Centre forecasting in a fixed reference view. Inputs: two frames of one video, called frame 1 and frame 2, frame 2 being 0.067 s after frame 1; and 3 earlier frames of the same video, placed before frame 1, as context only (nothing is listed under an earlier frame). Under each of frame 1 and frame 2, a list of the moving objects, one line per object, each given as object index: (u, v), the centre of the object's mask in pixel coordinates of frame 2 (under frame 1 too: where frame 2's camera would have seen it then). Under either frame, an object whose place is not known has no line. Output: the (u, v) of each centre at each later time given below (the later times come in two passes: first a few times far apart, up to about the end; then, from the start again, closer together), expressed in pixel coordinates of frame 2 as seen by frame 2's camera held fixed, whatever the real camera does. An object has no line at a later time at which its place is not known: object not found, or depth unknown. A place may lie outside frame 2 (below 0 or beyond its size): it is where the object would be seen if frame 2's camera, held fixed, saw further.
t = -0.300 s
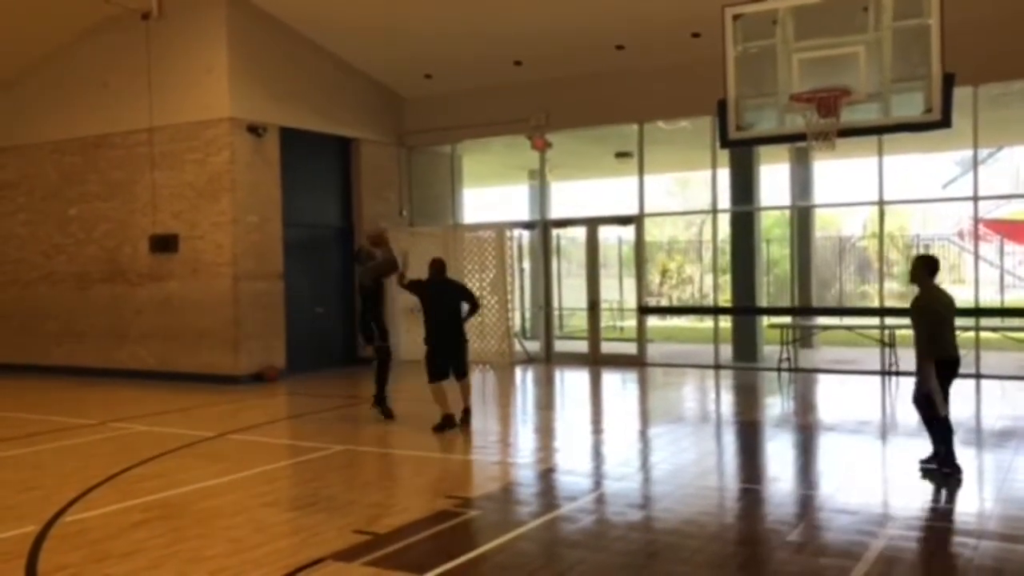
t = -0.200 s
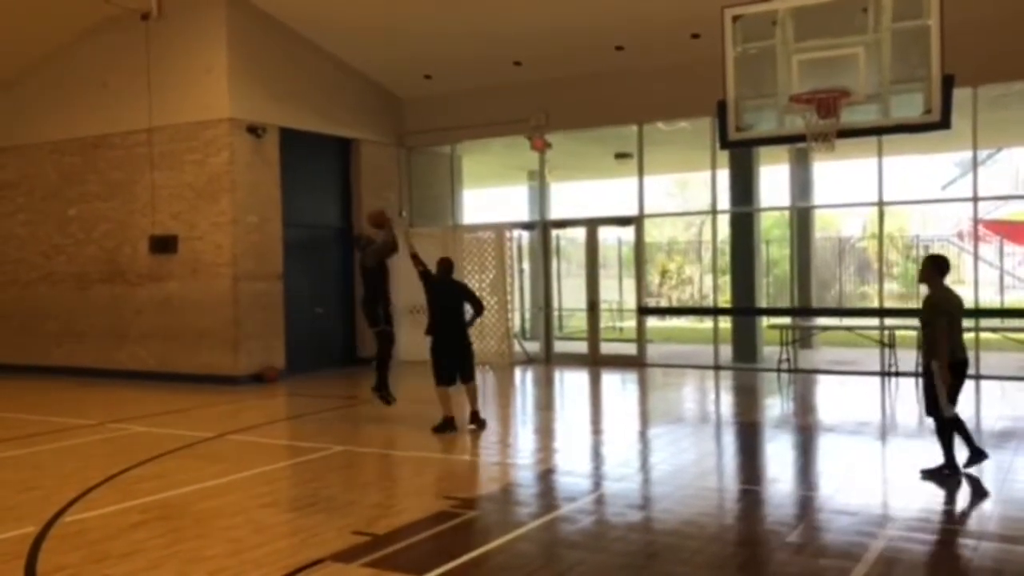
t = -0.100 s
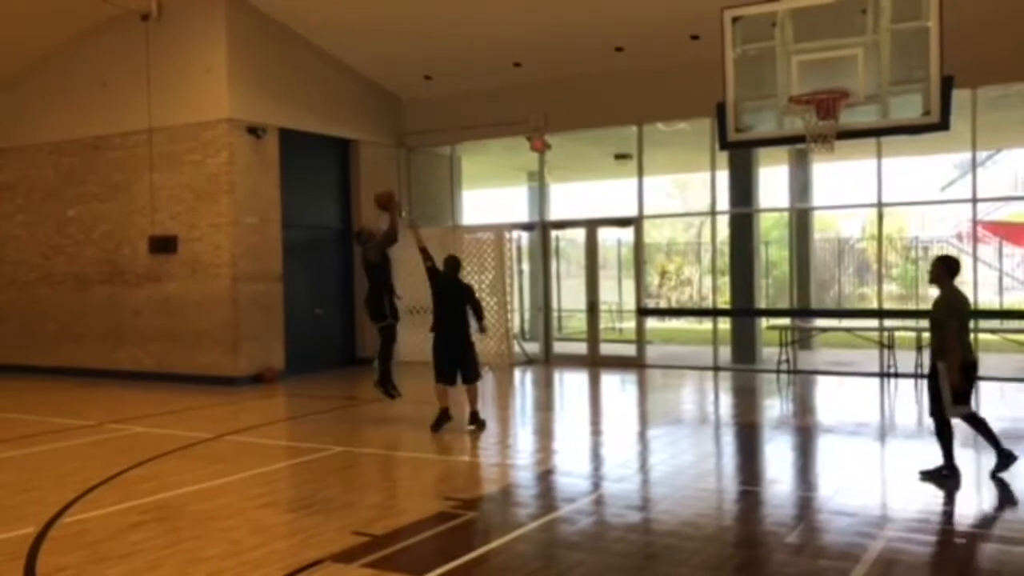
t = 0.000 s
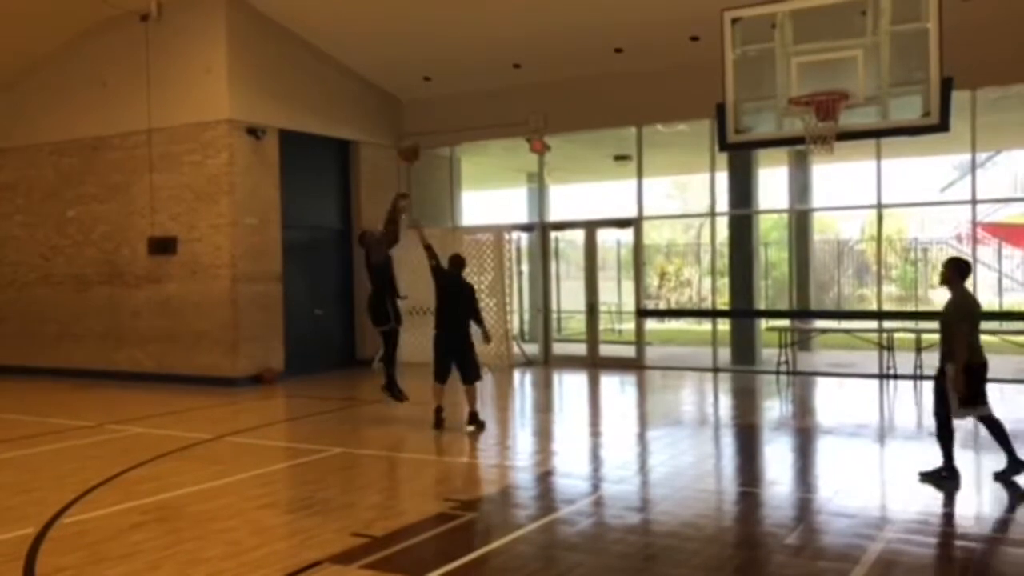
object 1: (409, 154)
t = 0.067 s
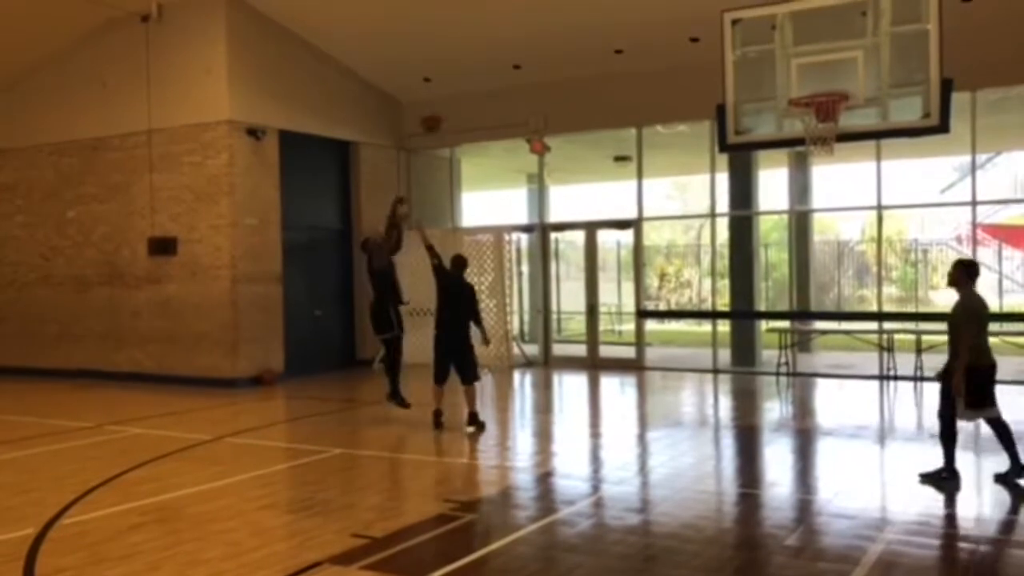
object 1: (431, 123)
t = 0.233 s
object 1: (487, 58)
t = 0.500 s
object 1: (590, 2)
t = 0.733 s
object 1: (691, 8)
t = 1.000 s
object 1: (823, 99)
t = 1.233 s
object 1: (835, 131)
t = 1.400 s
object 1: (823, 166)
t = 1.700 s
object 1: (802, 312)
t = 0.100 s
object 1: (442, 108)
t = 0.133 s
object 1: (453, 94)
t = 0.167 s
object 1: (465, 82)
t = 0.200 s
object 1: (476, 69)
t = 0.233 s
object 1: (487, 58)
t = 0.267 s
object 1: (499, 47)
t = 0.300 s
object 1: (512, 38)
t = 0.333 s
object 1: (524, 29)
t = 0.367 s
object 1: (537, 21)
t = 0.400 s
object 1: (550, 14)
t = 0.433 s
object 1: (562, 8)
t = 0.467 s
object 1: (576, 4)
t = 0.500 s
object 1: (590, 2)
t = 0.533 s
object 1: (603, 0)
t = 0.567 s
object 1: (617, -1)
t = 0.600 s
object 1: (631, -1)
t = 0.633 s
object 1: (646, -1)
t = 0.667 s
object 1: (661, 0)
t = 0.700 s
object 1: (676, 4)
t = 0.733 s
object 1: (691, 8)
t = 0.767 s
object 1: (707, 15)
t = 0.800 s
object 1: (723, 23)
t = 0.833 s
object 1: (739, 32)
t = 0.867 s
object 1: (755, 42)
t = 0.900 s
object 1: (771, 54)
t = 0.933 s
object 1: (788, 68)
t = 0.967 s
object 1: (806, 82)
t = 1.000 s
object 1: (823, 99)
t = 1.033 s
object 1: (836, 116)
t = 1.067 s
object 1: (846, 123)
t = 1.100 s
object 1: (847, 122)
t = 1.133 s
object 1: (845, 123)
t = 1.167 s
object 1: (842, 124)
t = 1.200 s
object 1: (839, 127)
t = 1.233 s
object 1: (835, 131)
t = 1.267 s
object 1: (833, 134)
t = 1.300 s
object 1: (831, 139)
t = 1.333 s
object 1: (829, 149)
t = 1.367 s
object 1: (826, 156)
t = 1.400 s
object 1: (823, 166)
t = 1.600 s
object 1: (808, 254)
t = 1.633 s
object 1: (806, 272)
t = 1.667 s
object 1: (803, 292)
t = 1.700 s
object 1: (802, 312)
